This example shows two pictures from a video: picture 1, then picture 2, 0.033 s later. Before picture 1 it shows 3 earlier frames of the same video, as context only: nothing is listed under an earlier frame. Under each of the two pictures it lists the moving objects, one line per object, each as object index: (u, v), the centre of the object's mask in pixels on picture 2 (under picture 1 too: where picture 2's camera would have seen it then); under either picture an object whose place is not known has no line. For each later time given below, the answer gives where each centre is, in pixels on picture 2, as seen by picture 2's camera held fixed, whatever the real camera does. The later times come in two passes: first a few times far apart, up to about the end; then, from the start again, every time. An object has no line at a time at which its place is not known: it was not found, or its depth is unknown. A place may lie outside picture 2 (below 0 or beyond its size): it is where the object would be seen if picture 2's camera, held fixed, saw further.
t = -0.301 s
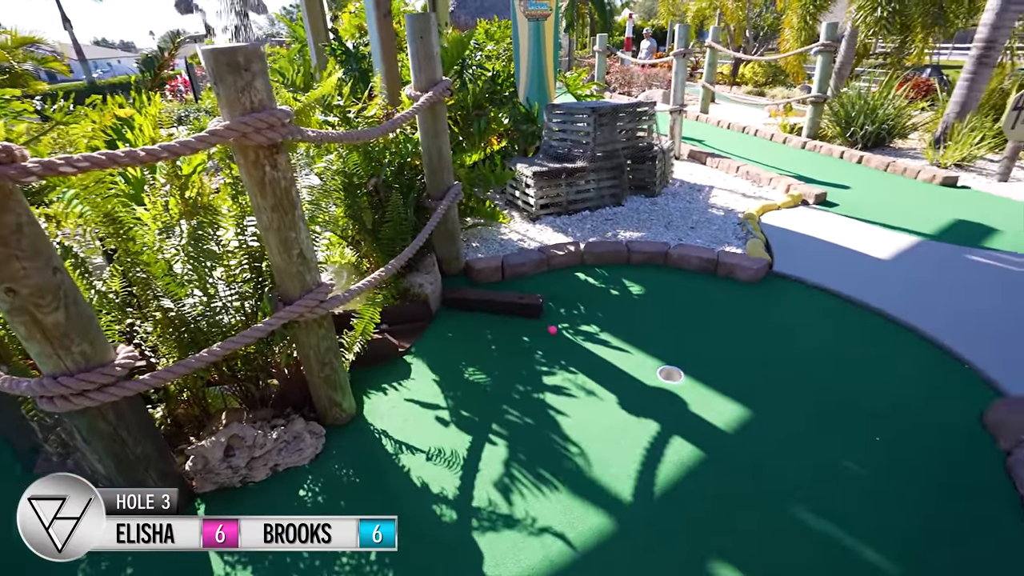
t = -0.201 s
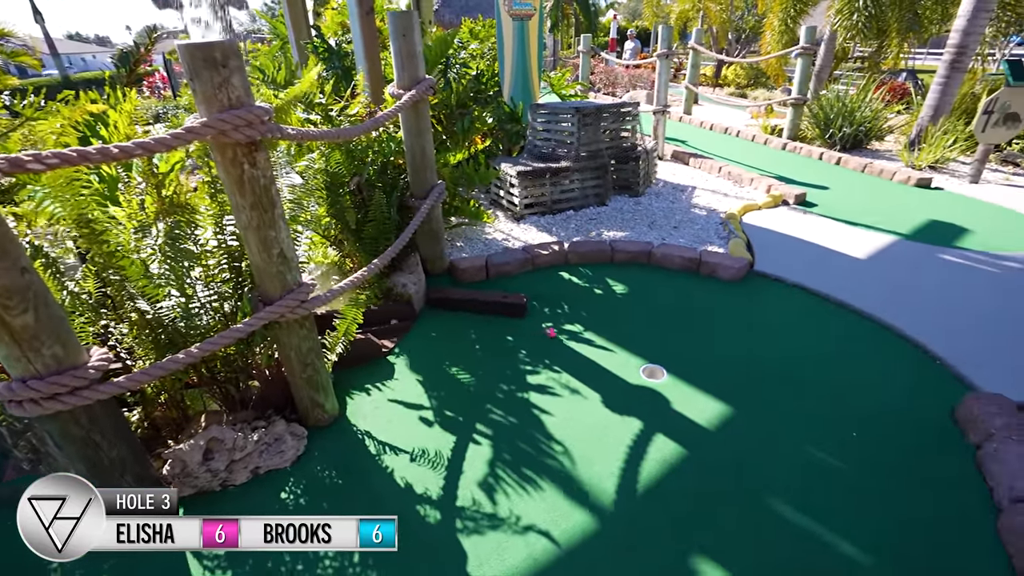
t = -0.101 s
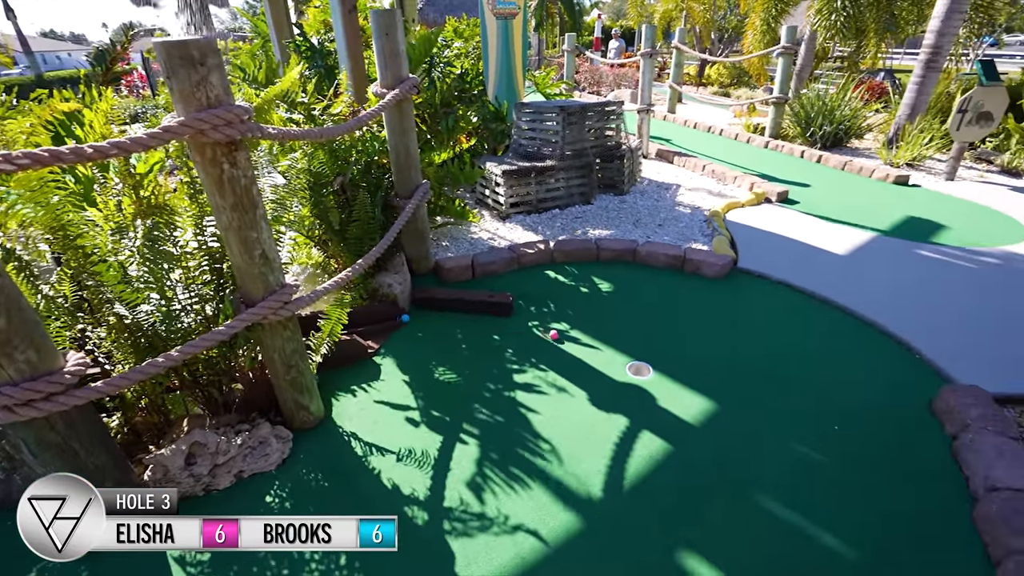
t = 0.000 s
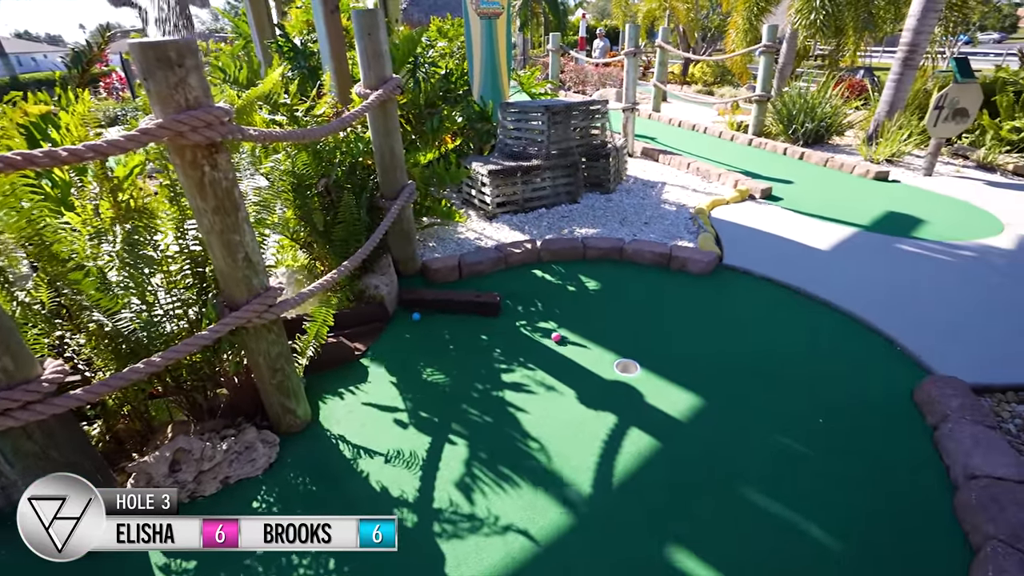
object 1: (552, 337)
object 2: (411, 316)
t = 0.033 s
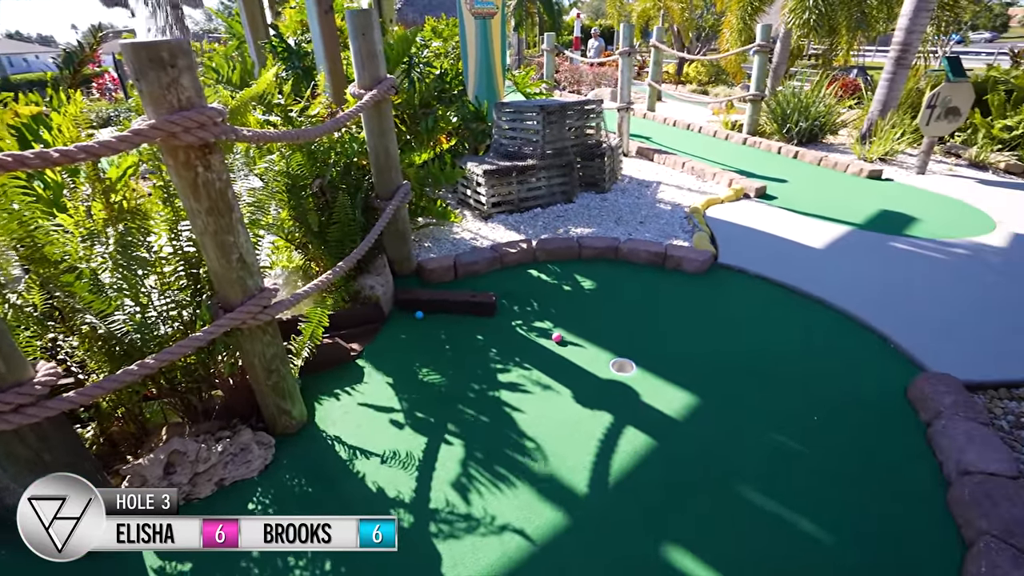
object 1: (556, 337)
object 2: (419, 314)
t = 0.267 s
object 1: (588, 344)
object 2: (458, 318)
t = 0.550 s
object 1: (623, 353)
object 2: (498, 329)
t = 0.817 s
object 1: (648, 367)
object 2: (535, 339)
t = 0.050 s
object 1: (559, 338)
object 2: (423, 314)
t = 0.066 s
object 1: (561, 338)
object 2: (426, 314)
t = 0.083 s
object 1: (564, 339)
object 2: (430, 313)
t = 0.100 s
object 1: (566, 339)
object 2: (434, 312)
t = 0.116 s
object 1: (568, 340)
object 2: (437, 312)
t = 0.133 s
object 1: (570, 340)
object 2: (439, 312)
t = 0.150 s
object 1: (573, 341)
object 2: (441, 313)
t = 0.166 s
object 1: (575, 342)
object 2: (444, 314)
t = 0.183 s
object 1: (577, 342)
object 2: (446, 315)
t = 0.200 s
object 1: (579, 342)
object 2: (448, 315)
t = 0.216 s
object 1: (582, 343)
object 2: (450, 316)
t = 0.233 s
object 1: (584, 343)
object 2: (453, 316)
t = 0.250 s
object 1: (586, 343)
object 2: (456, 317)
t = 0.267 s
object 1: (588, 344)
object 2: (458, 318)
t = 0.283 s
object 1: (591, 344)
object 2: (461, 318)
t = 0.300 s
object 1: (593, 345)
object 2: (463, 319)
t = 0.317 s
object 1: (595, 345)
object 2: (465, 319)
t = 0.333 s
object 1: (597, 346)
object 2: (467, 320)
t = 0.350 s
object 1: (599, 346)
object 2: (470, 321)
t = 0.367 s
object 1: (601, 347)
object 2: (472, 321)
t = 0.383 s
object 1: (603, 347)
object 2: (474, 322)
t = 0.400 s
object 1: (605, 348)
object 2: (477, 323)
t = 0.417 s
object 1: (607, 348)
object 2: (480, 323)
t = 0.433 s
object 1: (610, 349)
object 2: (482, 324)
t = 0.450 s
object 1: (611, 349)
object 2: (484, 325)
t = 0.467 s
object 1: (613, 351)
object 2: (487, 325)
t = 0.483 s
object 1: (615, 351)
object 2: (489, 327)
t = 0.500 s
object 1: (617, 351)
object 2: (493, 327)
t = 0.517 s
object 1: (619, 352)
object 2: (494, 328)
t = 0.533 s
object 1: (621, 353)
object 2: (496, 329)
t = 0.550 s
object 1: (623, 353)
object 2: (498, 329)
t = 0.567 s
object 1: (625, 354)
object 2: (501, 330)
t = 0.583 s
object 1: (627, 355)
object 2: (503, 330)
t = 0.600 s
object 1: (629, 356)
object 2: (506, 331)
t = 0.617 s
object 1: (631, 357)
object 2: (508, 331)
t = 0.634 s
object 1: (633, 358)
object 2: (511, 332)
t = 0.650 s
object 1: (634, 359)
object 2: (513, 332)
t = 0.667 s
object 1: (636, 360)
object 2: (515, 333)
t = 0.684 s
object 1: (637, 360)
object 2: (517, 334)
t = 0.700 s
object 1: (639, 361)
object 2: (519, 334)
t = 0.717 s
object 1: (640, 362)
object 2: (521, 335)
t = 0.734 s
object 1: (642, 363)
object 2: (525, 336)
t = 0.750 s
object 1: (643, 363)
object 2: (526, 336)
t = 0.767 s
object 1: (644, 364)
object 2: (529, 337)
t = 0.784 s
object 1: (645, 365)
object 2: (532, 338)
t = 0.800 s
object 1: (647, 366)
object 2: (533, 338)
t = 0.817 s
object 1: (648, 367)
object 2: (535, 339)
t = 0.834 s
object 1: (649, 368)
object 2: (536, 339)
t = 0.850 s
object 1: (650, 369)
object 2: (539, 340)
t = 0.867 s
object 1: (652, 369)
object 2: (542, 341)
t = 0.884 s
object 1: (653, 370)
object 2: (544, 341)
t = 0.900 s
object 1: (654, 371)
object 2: (547, 342)
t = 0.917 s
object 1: (655, 372)
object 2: (549, 343)
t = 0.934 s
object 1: (656, 373)
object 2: (551, 344)
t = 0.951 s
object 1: (658, 373)
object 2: (553, 344)
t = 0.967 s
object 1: (658, 374)
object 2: (556, 345)
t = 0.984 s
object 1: (660, 375)
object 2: (558, 345)
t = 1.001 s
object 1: (661, 376)
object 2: (560, 346)
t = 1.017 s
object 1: (662, 377)
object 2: (562, 346)
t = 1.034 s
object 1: (663, 377)
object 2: (564, 347)
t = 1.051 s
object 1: (664, 378)
